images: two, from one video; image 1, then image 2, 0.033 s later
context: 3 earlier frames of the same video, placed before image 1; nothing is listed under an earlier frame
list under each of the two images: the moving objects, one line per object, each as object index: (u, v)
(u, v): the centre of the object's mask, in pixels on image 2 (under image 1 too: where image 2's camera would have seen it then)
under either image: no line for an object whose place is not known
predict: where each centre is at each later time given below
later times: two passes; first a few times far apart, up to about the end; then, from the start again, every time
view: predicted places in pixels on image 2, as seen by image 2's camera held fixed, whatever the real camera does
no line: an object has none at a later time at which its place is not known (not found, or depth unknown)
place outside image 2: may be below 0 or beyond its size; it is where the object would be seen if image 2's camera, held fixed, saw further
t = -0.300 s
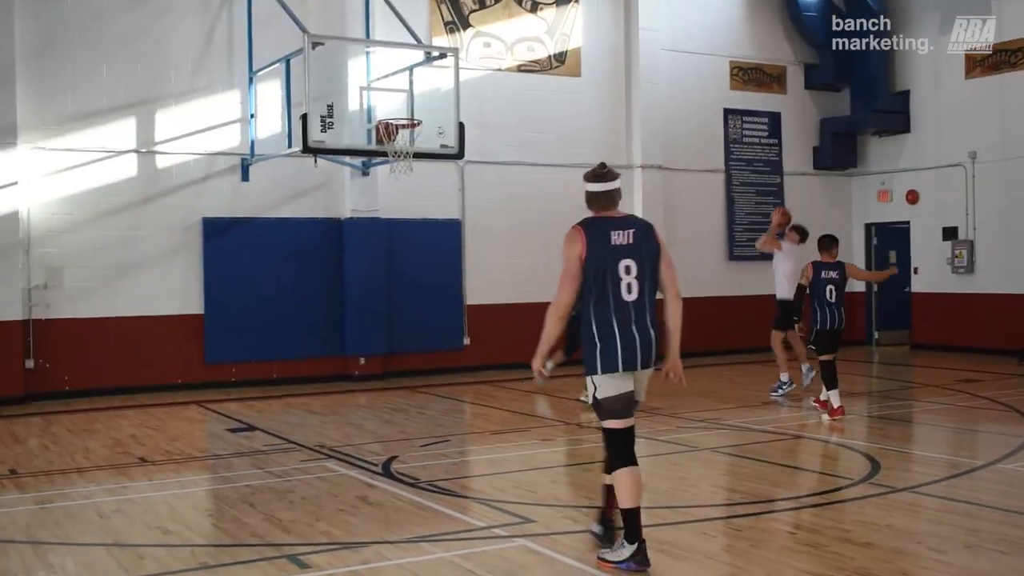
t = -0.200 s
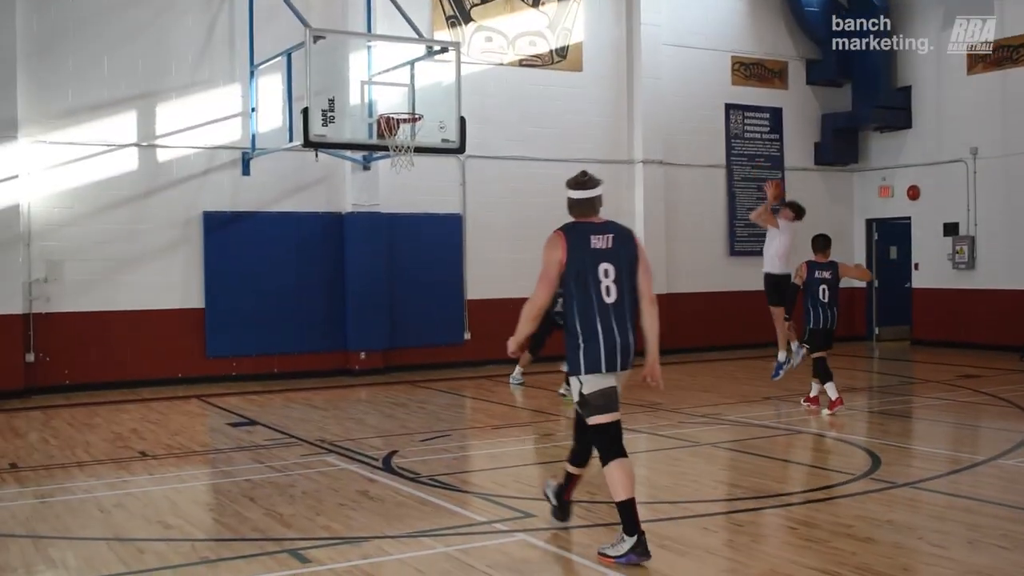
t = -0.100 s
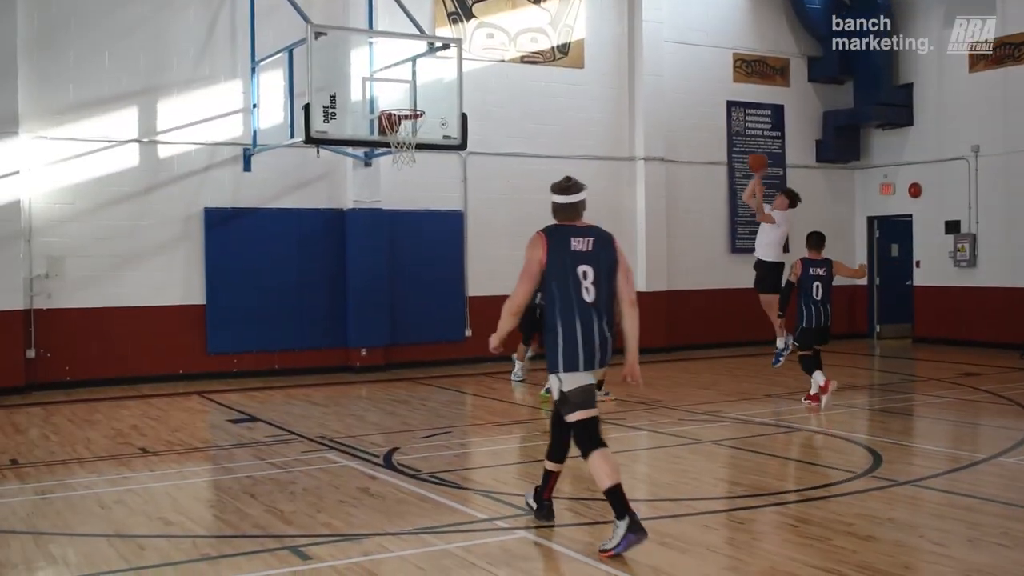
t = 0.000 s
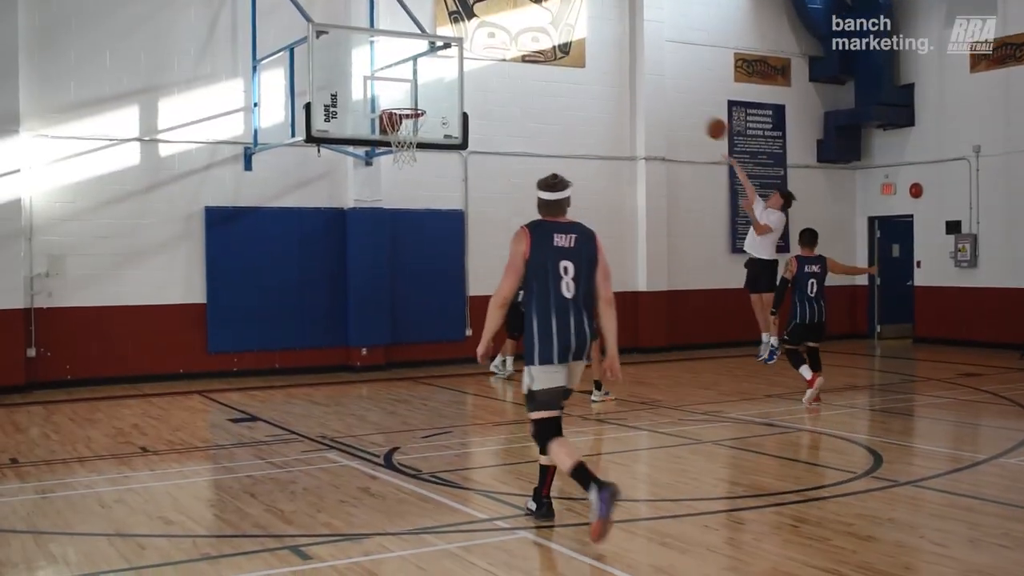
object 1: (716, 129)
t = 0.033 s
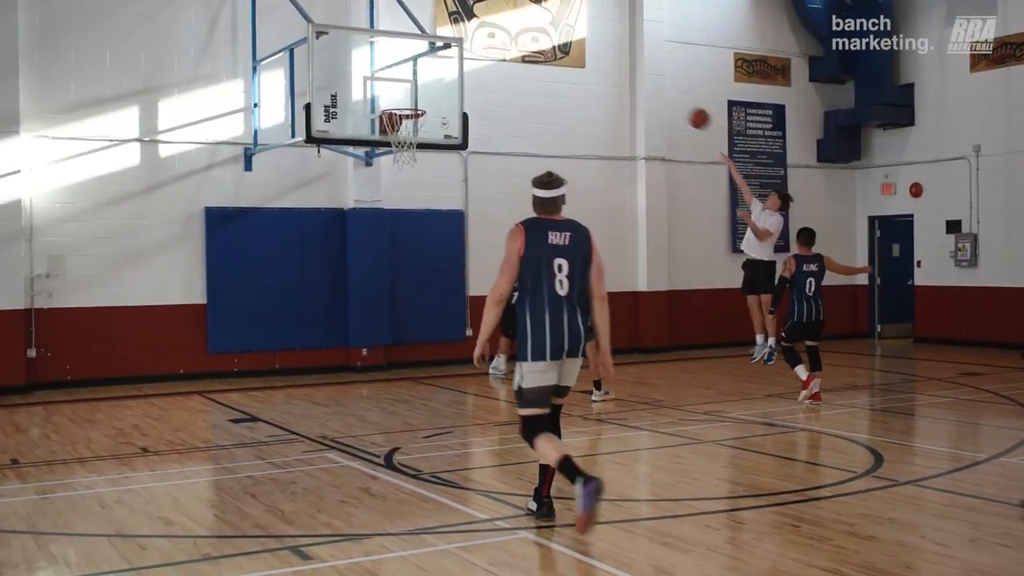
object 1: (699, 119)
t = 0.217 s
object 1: (604, 79)
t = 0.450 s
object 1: (485, 74)
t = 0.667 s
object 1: (409, 103)
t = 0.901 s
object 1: (403, 146)
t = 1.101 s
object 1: (419, 197)
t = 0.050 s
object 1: (690, 113)
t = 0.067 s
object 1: (681, 109)
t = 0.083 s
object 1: (672, 104)
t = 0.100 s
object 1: (664, 100)
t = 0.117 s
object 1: (656, 97)
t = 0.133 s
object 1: (647, 93)
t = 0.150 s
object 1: (638, 90)
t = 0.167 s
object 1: (630, 87)
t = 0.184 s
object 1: (621, 84)
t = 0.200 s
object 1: (613, 82)
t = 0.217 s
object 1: (604, 79)
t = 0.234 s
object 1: (596, 77)
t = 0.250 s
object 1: (587, 76)
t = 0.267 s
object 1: (579, 74)
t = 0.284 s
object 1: (570, 73)
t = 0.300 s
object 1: (561, 72)
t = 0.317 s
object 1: (553, 71)
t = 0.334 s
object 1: (544, 71)
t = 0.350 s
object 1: (536, 71)
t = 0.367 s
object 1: (527, 71)
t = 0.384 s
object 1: (519, 71)
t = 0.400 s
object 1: (510, 71)
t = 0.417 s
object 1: (502, 72)
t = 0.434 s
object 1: (493, 73)
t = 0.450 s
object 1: (485, 74)
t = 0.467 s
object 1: (477, 76)
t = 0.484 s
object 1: (468, 78)
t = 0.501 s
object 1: (460, 80)
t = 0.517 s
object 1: (452, 82)
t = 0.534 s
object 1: (443, 85)
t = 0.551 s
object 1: (435, 87)
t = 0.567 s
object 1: (427, 90)
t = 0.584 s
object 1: (422, 92)
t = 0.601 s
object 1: (419, 94)
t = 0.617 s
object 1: (417, 96)
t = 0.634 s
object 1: (414, 98)
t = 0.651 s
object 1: (412, 100)
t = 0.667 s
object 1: (409, 103)
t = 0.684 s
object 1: (407, 106)
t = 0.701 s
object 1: (405, 108)
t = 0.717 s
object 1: (402, 111)
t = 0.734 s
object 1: (396, 118)
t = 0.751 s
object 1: (396, 121)
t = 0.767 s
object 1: (395, 124)
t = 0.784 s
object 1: (395, 126)
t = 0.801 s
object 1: (395, 128)
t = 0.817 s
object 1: (398, 134)
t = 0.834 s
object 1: (398, 136)
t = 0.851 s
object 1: (400, 139)
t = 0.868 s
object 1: (401, 141)
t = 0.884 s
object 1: (402, 145)
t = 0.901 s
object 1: (403, 146)
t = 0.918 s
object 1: (404, 148)
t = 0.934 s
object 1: (406, 152)
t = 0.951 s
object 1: (407, 155)
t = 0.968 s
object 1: (408, 158)
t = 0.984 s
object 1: (410, 163)
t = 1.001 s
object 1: (411, 167)
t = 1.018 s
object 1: (412, 172)
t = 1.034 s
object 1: (413, 177)
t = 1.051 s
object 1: (414, 181)
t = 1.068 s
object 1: (416, 187)
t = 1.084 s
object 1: (417, 191)
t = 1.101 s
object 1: (419, 197)
